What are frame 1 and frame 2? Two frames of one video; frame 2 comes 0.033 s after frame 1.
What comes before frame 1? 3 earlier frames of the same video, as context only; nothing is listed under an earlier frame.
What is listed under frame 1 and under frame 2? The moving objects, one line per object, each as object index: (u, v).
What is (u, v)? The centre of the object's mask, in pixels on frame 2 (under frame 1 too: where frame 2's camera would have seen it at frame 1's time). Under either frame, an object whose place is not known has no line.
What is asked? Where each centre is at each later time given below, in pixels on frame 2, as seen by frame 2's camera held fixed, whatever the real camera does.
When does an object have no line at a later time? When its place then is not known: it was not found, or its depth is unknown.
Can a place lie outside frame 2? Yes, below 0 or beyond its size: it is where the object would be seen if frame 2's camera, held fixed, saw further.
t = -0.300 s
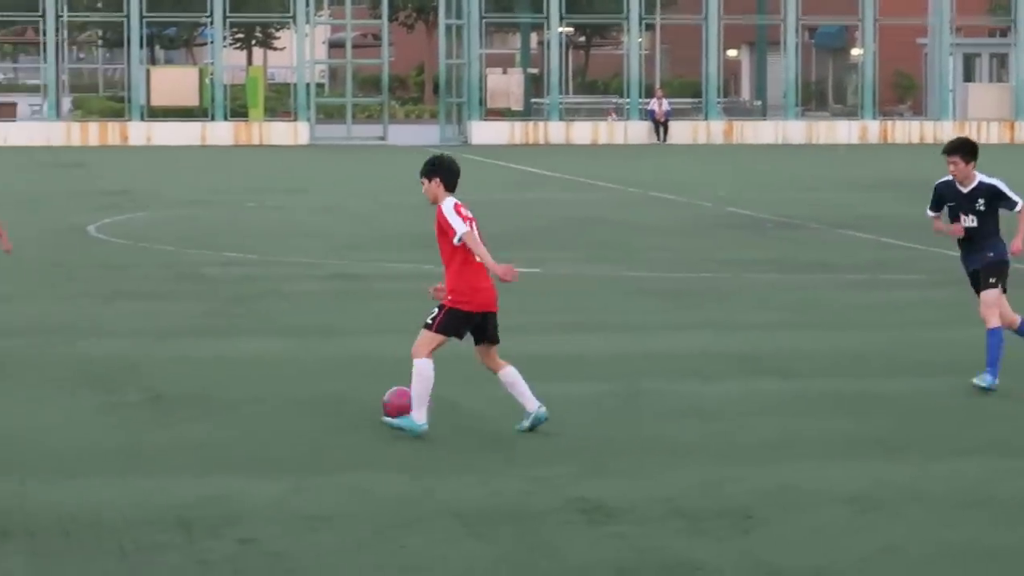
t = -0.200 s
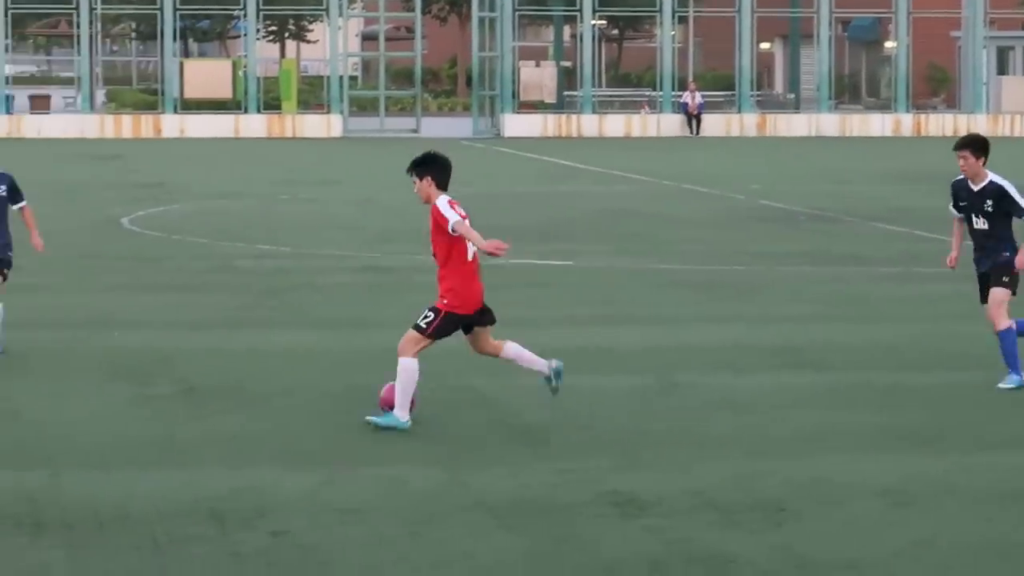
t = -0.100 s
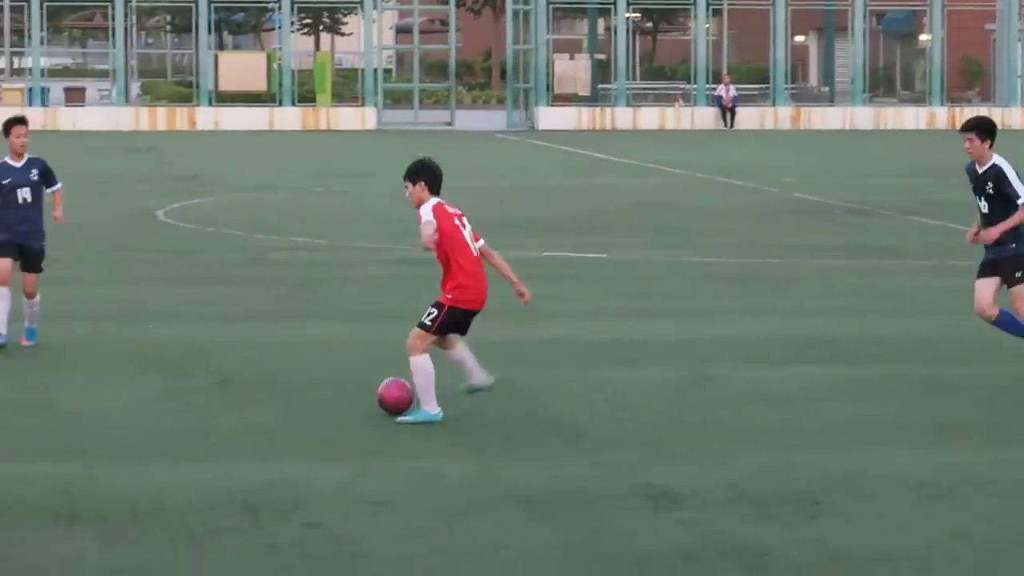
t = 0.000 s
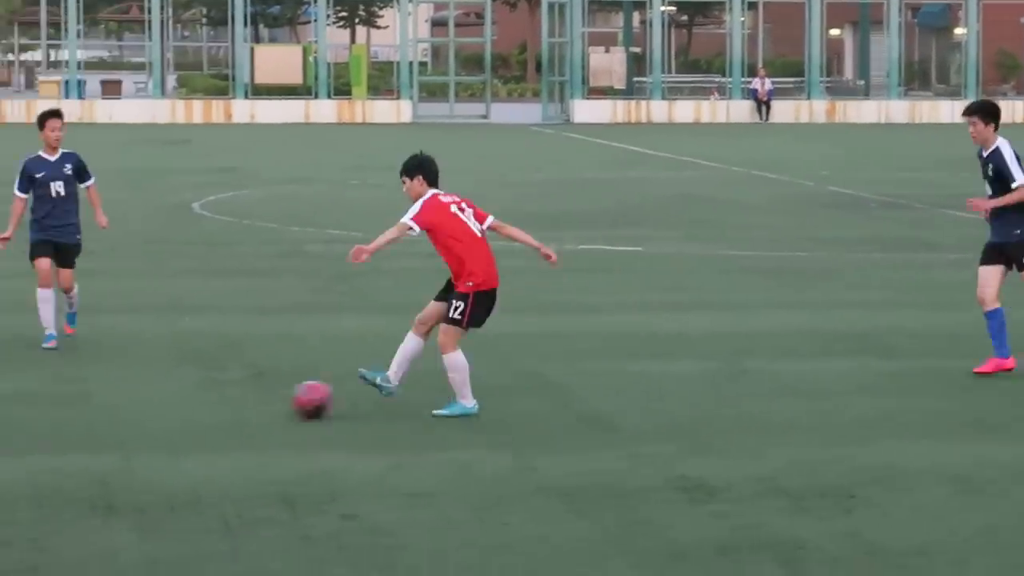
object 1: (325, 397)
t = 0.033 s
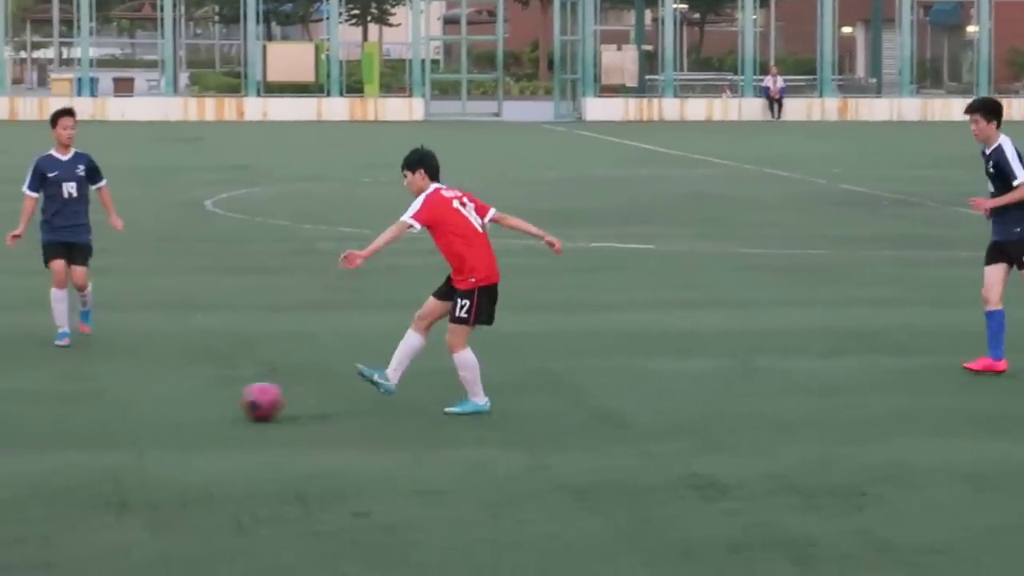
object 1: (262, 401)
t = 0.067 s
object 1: (199, 407)
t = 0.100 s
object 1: (135, 414)
